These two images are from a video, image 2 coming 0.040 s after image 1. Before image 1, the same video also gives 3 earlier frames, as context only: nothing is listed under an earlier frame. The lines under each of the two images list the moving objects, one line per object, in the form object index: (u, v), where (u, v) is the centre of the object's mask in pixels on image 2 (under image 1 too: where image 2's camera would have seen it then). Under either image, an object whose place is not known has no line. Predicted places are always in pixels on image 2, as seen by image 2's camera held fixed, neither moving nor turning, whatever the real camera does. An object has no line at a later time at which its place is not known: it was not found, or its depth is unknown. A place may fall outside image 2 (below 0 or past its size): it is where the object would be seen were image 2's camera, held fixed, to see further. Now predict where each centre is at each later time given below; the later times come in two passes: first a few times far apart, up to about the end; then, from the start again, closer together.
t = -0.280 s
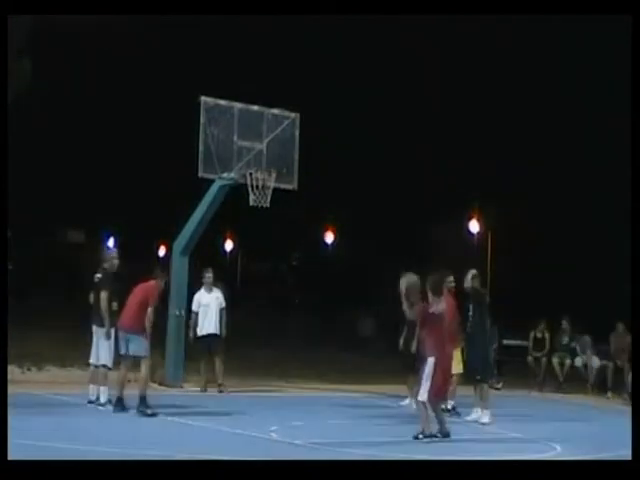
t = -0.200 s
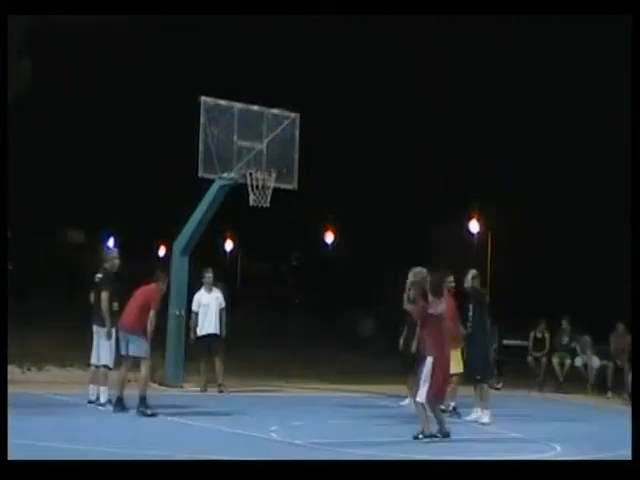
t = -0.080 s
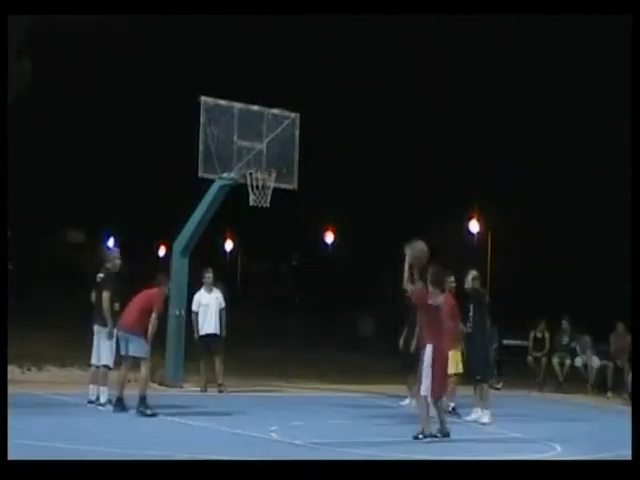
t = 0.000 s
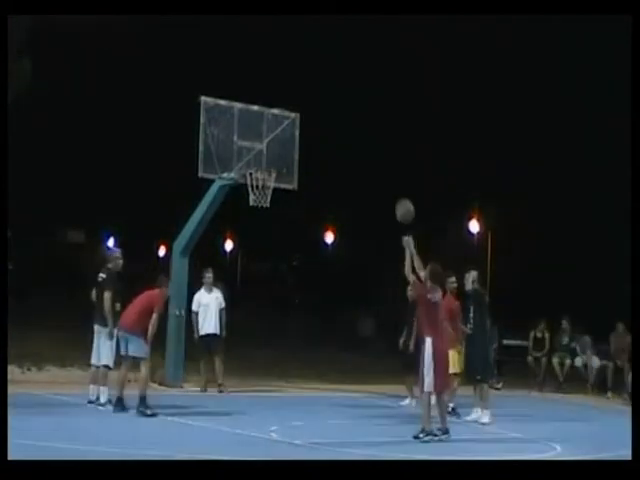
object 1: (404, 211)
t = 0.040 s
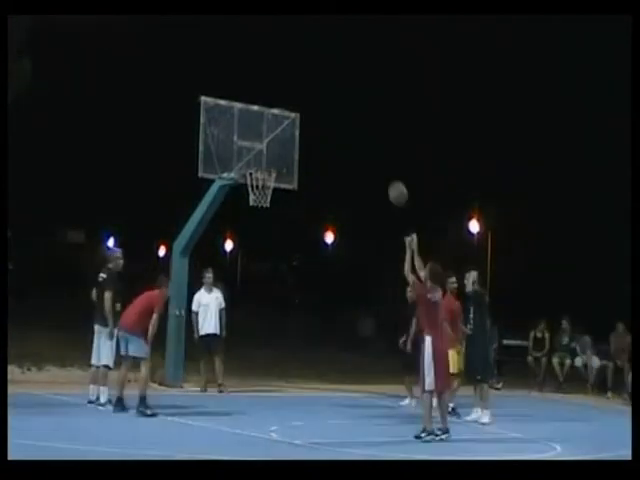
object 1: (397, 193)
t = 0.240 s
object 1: (364, 131)
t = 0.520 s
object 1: (322, 108)
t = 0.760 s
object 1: (288, 137)
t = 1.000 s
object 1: (280, 139)
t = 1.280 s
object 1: (286, 141)
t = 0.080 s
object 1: (391, 177)
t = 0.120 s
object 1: (384, 163)
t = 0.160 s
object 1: (377, 151)
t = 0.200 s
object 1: (370, 140)
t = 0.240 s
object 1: (364, 131)
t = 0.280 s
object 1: (357, 123)
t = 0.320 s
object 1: (351, 117)
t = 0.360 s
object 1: (345, 113)
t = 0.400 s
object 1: (339, 110)
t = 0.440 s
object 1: (333, 108)
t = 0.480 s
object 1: (328, 108)
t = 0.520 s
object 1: (322, 108)
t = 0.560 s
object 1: (316, 110)
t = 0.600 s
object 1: (310, 114)
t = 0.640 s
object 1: (306, 118)
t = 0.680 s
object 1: (299, 123)
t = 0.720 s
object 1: (294, 129)
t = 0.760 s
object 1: (288, 137)
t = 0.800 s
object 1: (282, 145)
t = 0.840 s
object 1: (277, 155)
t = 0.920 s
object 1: (277, 149)
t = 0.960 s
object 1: (278, 144)
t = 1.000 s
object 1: (280, 139)
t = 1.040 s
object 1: (280, 137)
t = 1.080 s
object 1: (282, 135)
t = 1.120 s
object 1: (282, 135)
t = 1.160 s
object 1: (283, 134)
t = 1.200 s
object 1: (285, 135)
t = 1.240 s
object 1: (285, 137)
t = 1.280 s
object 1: (286, 141)
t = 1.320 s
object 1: (287, 146)
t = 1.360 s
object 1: (289, 153)
